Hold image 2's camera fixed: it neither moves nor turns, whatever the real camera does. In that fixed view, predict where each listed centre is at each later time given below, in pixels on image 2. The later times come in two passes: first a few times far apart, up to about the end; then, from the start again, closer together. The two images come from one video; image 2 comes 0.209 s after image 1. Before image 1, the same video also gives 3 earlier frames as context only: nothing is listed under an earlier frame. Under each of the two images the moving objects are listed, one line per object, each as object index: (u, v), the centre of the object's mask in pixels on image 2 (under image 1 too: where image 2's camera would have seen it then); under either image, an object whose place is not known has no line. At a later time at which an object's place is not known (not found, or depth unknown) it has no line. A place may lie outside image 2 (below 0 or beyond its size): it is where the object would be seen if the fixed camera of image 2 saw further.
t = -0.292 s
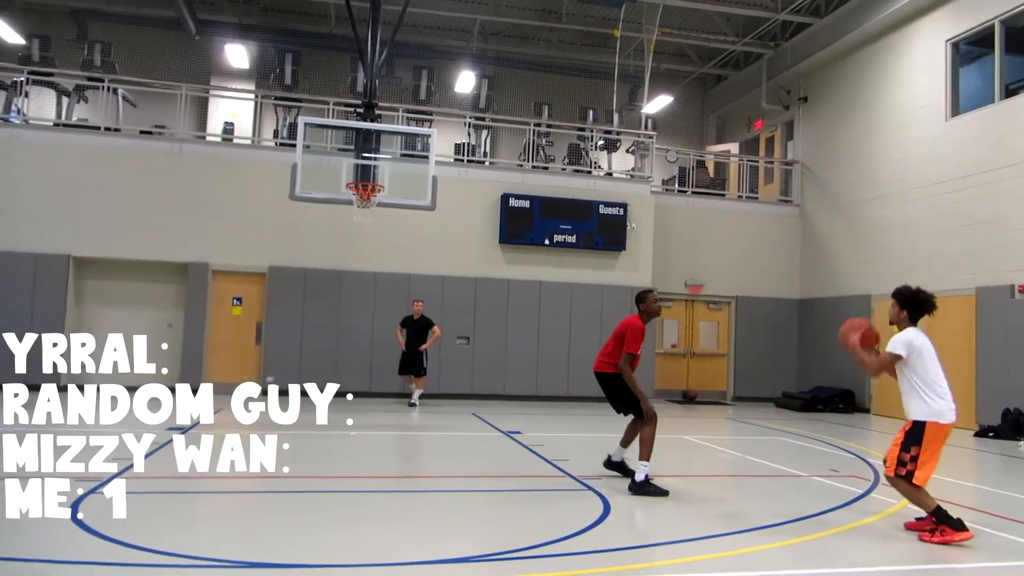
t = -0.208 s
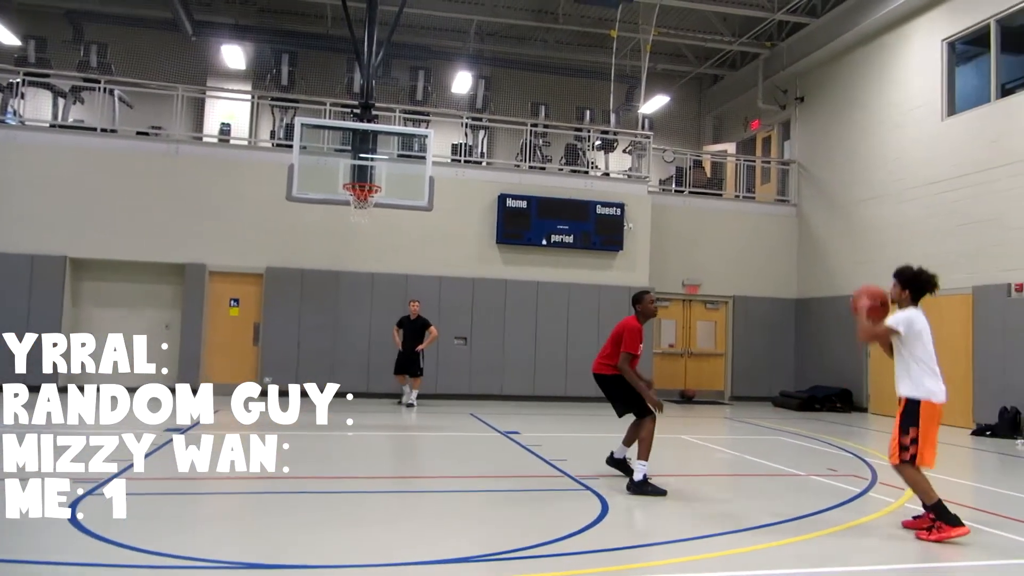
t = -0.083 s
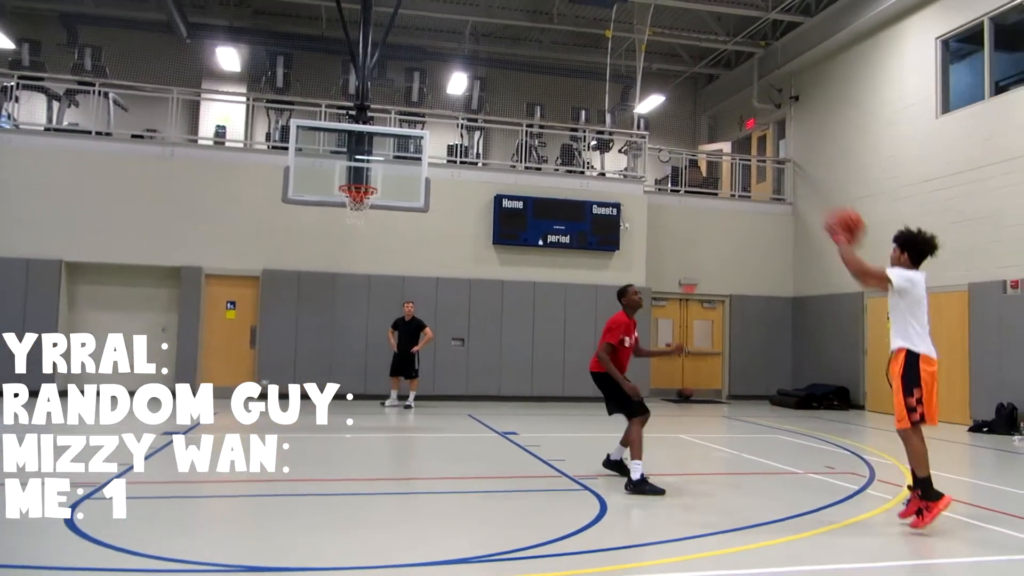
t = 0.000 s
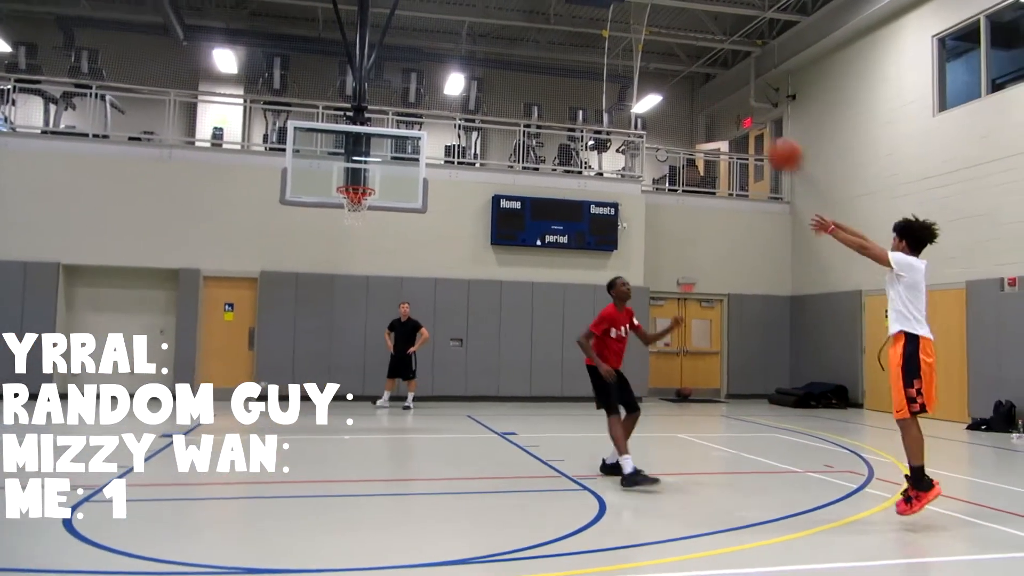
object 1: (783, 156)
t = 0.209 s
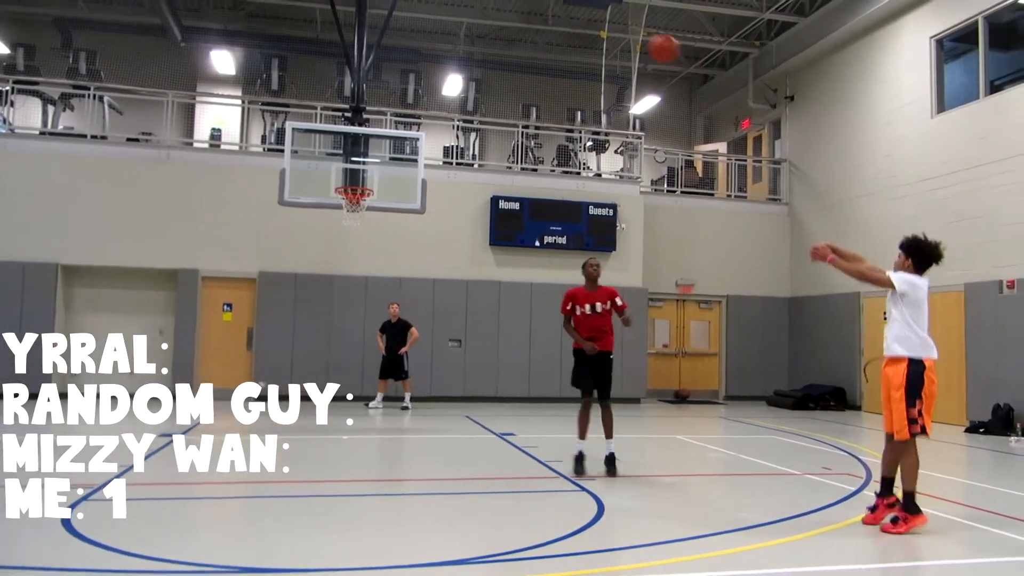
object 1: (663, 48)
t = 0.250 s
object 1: (643, 35)
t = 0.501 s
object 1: (535, 7)
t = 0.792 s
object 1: (439, 38)
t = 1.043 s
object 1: (375, 115)
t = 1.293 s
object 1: (326, 172)
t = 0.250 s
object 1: (643, 35)
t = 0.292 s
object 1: (623, 24)
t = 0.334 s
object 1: (603, 17)
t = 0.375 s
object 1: (584, 12)
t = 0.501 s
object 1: (535, 7)
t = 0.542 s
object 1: (518, 6)
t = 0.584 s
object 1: (502, 6)
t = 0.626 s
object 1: (489, 9)
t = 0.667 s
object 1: (476, 14)
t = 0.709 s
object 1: (463, 22)
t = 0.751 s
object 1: (451, 29)
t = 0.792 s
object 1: (439, 38)
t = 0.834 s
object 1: (429, 49)
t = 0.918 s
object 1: (409, 73)
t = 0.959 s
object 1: (399, 85)
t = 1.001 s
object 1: (387, 99)
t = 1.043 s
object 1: (375, 115)
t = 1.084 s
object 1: (365, 130)
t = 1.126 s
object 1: (356, 147)
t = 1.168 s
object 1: (346, 166)
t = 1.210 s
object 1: (336, 183)
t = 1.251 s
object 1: (330, 180)
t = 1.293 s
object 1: (326, 172)
